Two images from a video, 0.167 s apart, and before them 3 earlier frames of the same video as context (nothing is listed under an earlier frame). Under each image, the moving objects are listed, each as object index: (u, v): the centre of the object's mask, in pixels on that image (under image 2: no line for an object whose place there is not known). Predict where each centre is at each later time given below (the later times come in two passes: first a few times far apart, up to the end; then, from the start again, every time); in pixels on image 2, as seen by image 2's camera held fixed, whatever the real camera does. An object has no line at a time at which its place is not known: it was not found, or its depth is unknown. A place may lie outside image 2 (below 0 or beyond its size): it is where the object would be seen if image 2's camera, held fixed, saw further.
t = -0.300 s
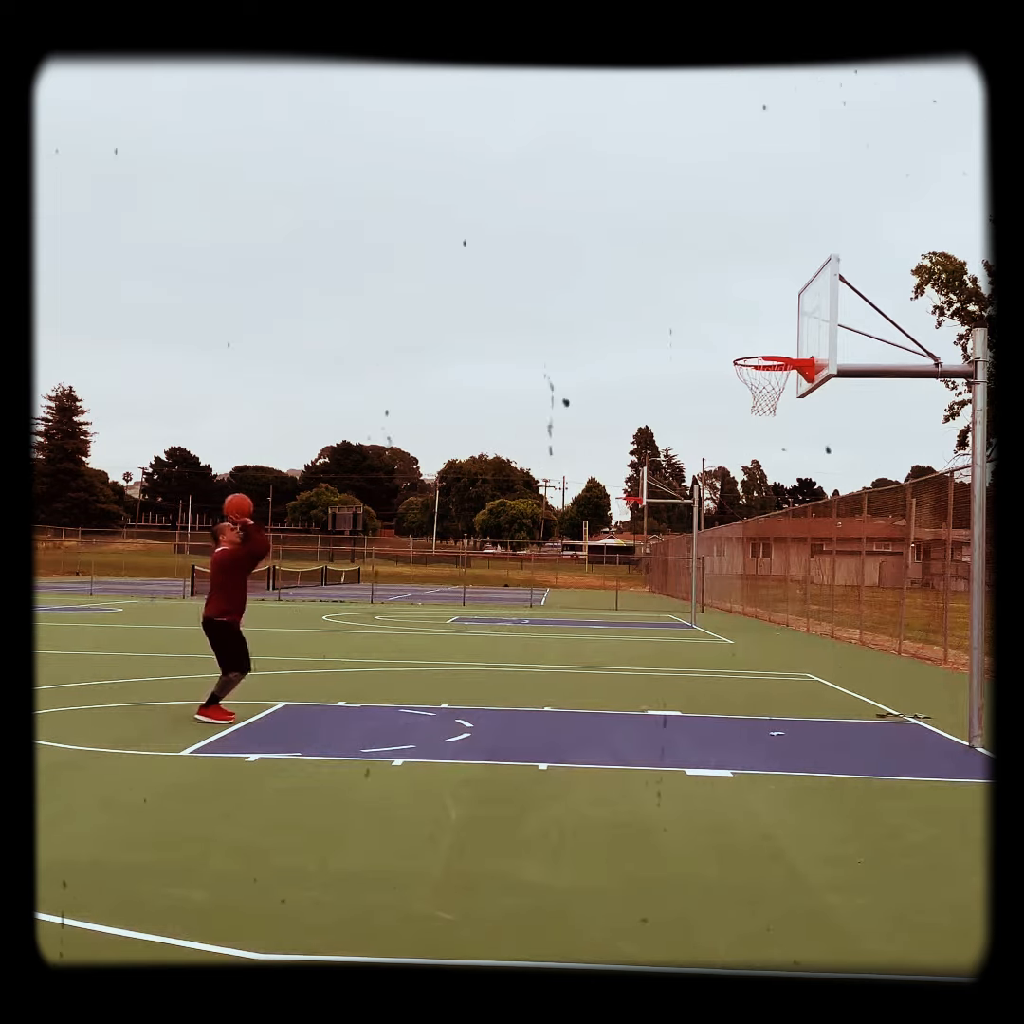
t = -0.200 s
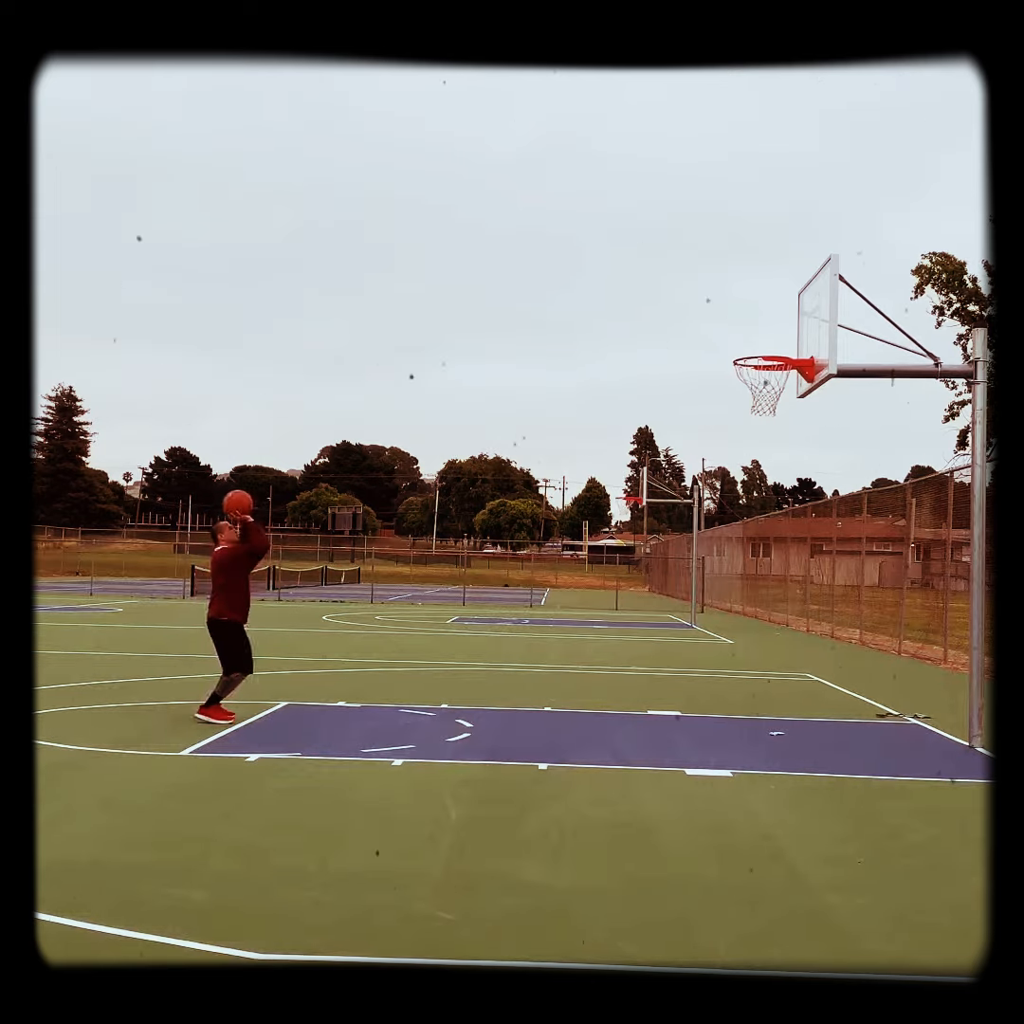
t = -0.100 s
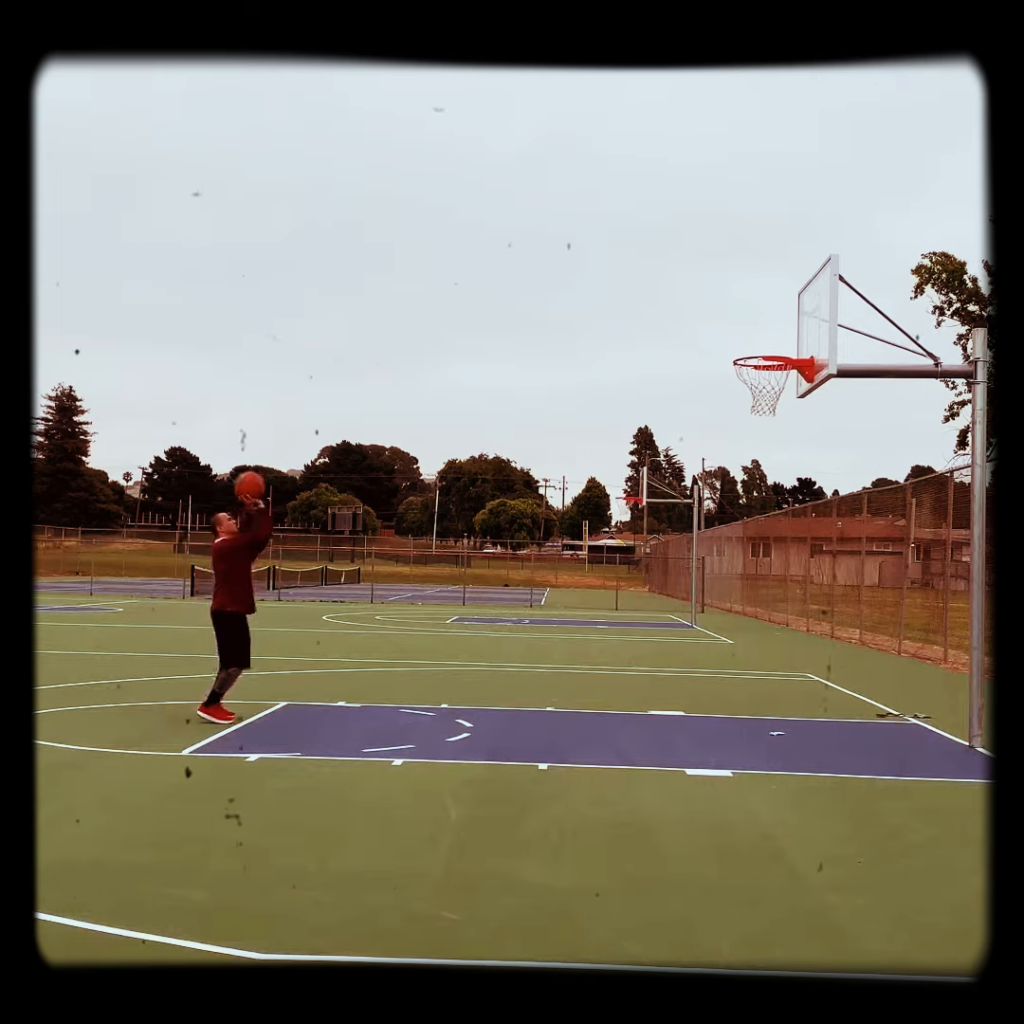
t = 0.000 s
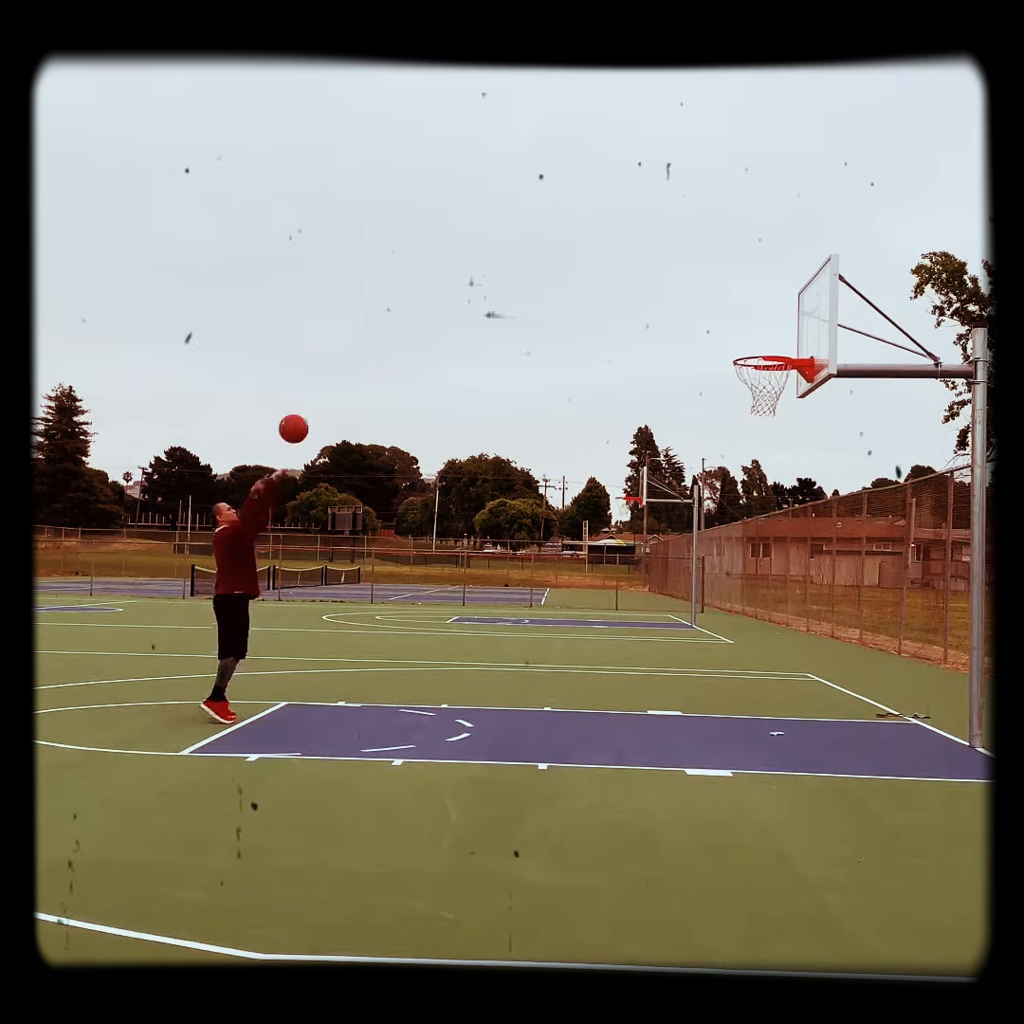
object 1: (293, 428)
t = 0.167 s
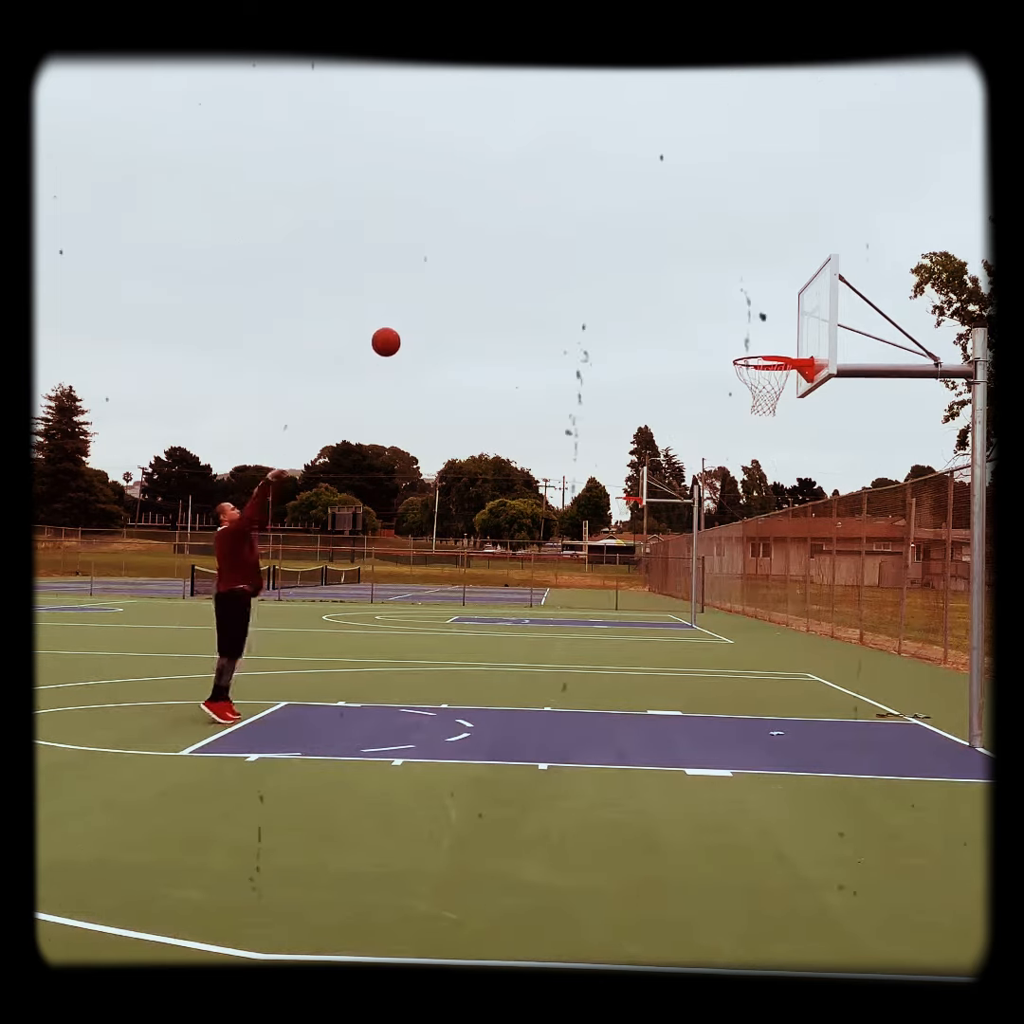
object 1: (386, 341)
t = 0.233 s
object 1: (422, 316)
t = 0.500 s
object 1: (563, 267)
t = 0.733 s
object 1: (684, 295)
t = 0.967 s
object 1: (764, 375)
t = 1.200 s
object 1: (740, 382)
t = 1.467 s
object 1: (767, 431)
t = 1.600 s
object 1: (782, 480)
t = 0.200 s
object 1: (404, 328)
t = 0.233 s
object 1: (422, 316)
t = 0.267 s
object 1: (440, 305)
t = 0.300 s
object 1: (458, 296)
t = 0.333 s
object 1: (475, 288)
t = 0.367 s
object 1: (493, 281)
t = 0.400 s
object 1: (511, 276)
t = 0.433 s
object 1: (528, 272)
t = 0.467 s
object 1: (546, 269)
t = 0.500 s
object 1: (563, 267)
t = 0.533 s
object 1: (581, 267)
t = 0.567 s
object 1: (598, 269)
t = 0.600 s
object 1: (616, 271)
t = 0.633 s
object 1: (633, 275)
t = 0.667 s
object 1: (650, 280)
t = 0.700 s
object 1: (667, 287)
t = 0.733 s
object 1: (684, 295)
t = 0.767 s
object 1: (702, 304)
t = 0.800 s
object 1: (719, 315)
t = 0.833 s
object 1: (735, 327)
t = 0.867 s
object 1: (752, 339)
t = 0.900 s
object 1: (769, 352)
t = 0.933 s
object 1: (773, 366)
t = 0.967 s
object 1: (764, 375)
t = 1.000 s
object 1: (753, 383)
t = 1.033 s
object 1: (745, 382)
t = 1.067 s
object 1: (739, 377)
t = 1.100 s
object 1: (737, 375)
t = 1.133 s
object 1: (737, 376)
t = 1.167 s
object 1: (738, 378)
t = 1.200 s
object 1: (740, 382)
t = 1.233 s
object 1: (742, 385)
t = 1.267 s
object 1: (745, 390)
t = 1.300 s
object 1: (748, 395)
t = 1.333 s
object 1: (752, 399)
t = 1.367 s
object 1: (755, 405)
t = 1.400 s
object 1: (759, 412)
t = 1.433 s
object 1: (763, 421)
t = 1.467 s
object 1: (767, 431)
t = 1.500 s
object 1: (771, 441)
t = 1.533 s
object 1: (775, 454)
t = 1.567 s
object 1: (779, 467)
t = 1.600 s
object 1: (782, 480)
